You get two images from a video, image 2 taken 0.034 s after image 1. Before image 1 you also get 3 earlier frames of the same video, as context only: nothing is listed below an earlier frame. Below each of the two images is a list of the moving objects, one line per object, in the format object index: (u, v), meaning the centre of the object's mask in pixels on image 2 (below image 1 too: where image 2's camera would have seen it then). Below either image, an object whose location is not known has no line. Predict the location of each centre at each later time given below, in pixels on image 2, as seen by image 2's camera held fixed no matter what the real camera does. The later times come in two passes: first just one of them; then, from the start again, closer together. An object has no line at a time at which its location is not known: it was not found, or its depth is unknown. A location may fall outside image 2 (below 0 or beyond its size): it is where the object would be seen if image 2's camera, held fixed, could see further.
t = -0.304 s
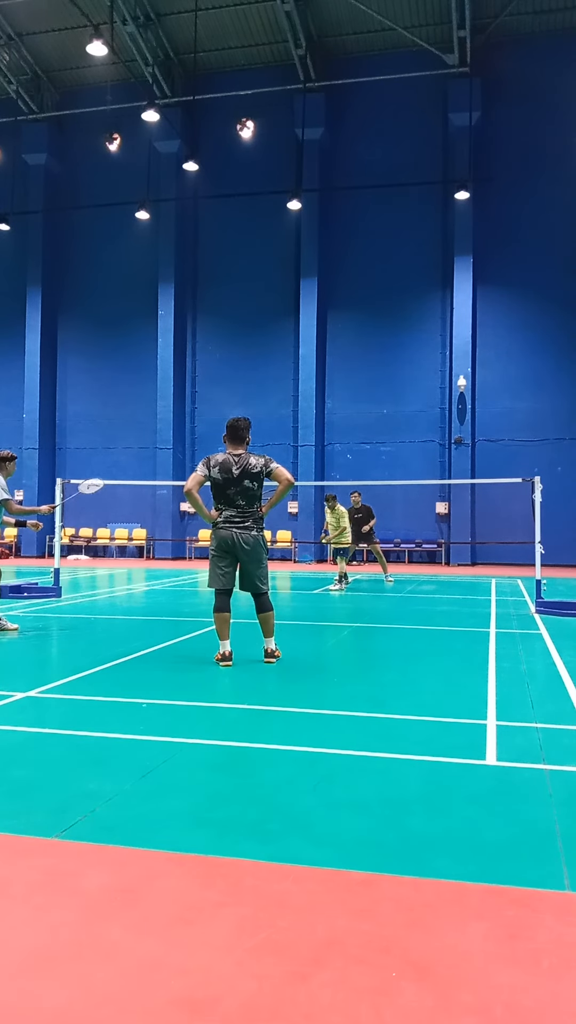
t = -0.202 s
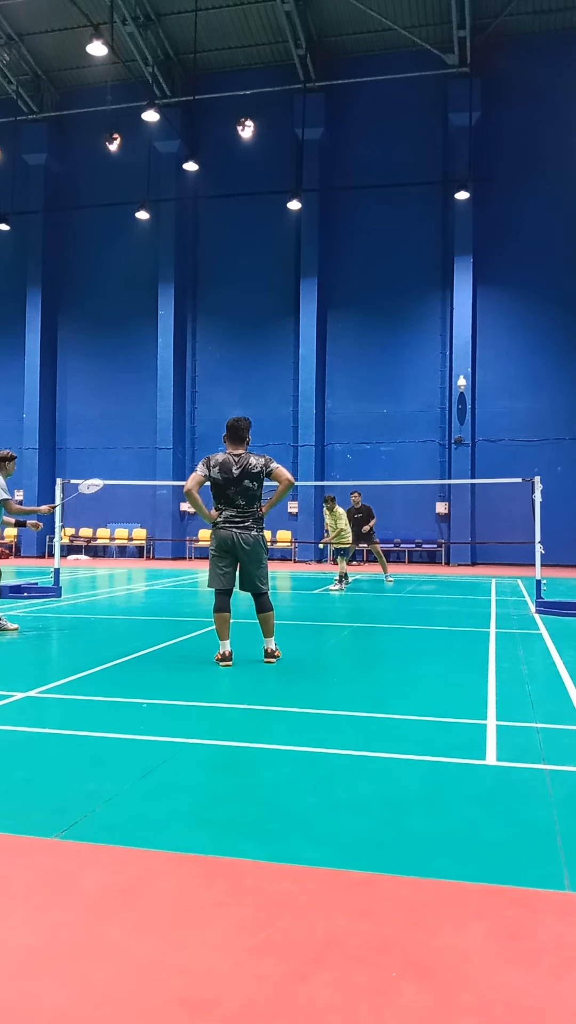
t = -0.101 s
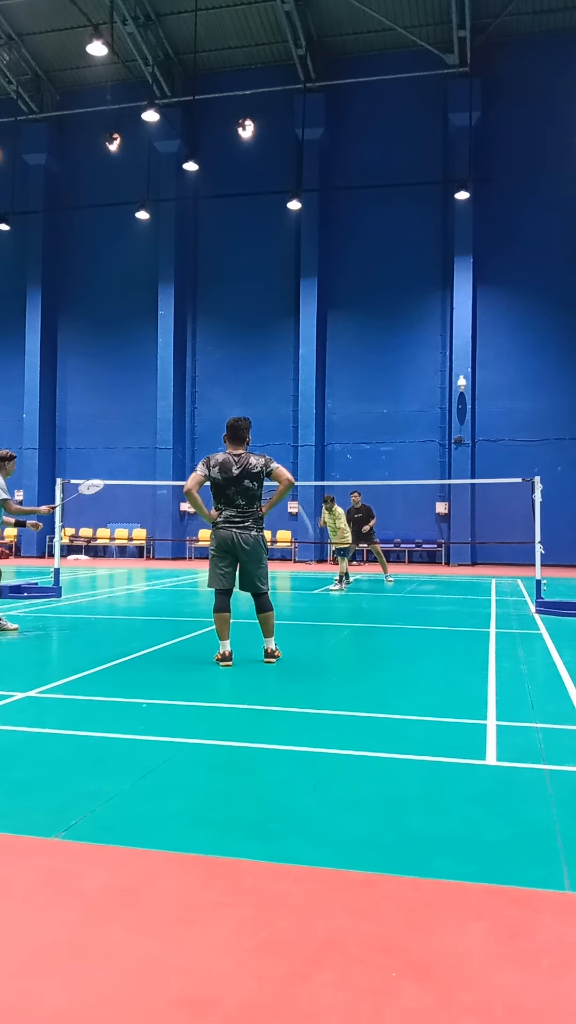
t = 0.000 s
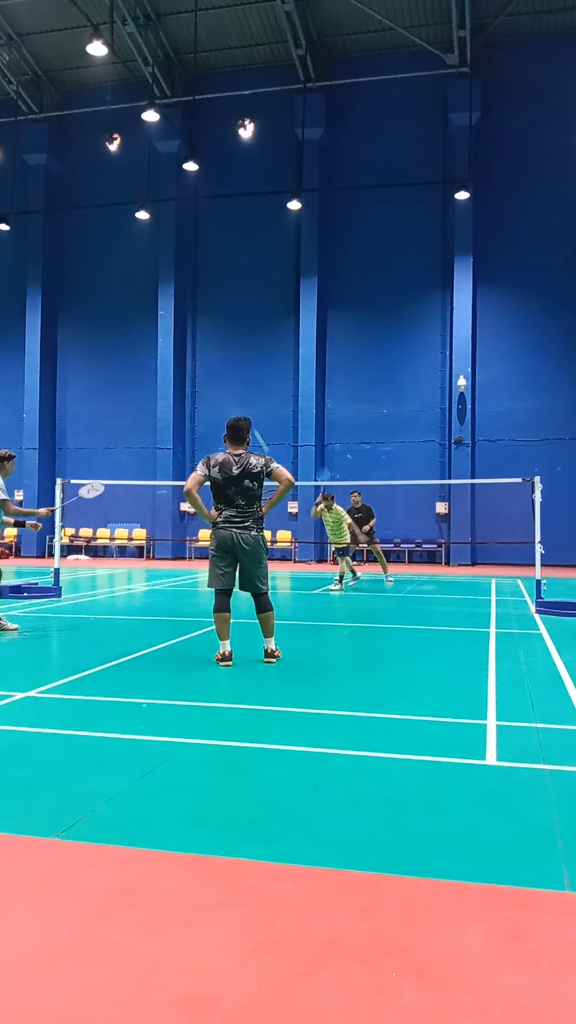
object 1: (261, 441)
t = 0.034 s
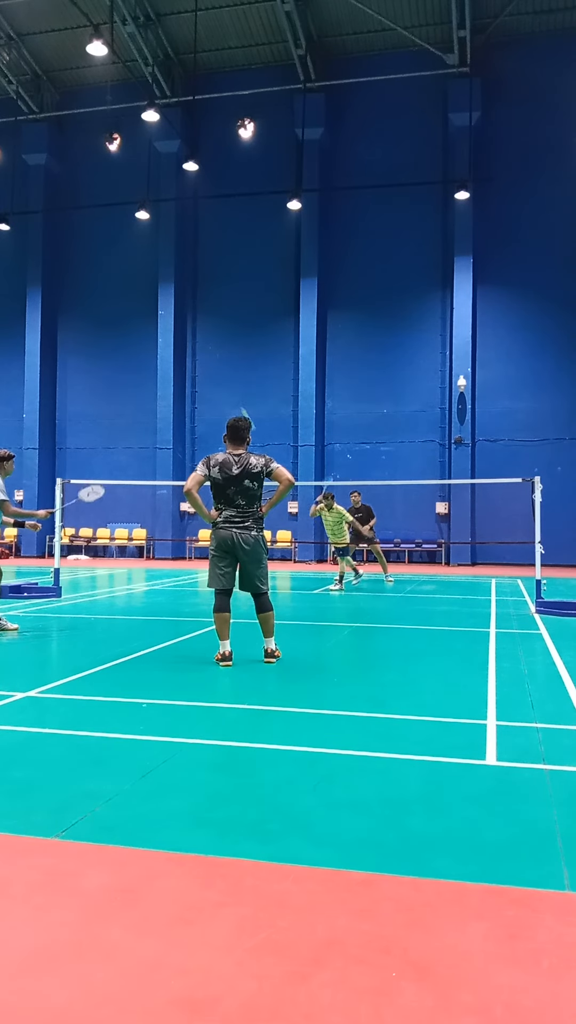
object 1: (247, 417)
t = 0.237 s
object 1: (179, 317)
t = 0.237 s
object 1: (179, 317)
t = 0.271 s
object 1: (167, 303)
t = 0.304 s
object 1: (156, 292)
